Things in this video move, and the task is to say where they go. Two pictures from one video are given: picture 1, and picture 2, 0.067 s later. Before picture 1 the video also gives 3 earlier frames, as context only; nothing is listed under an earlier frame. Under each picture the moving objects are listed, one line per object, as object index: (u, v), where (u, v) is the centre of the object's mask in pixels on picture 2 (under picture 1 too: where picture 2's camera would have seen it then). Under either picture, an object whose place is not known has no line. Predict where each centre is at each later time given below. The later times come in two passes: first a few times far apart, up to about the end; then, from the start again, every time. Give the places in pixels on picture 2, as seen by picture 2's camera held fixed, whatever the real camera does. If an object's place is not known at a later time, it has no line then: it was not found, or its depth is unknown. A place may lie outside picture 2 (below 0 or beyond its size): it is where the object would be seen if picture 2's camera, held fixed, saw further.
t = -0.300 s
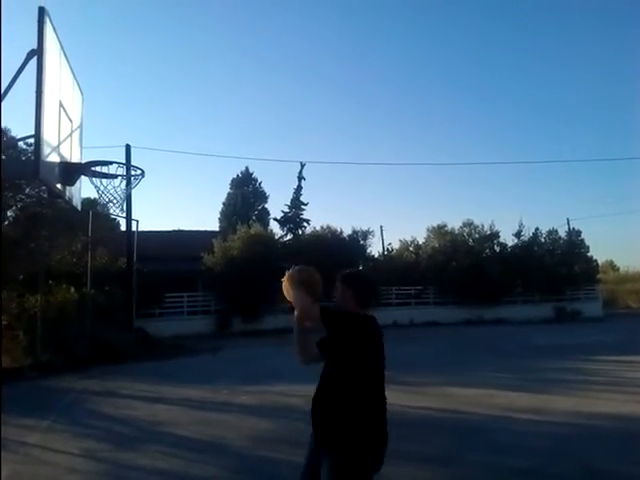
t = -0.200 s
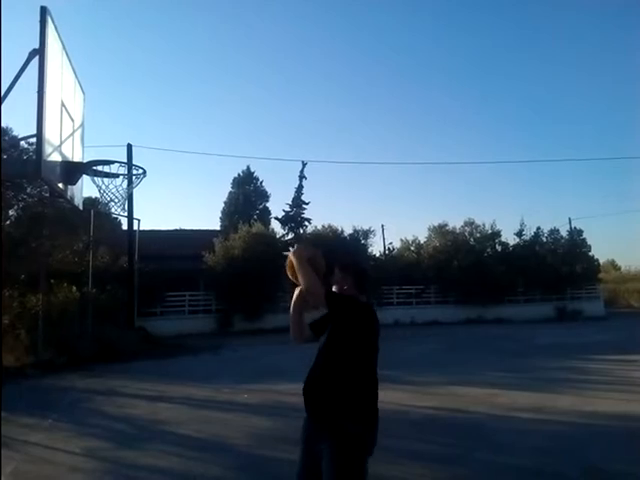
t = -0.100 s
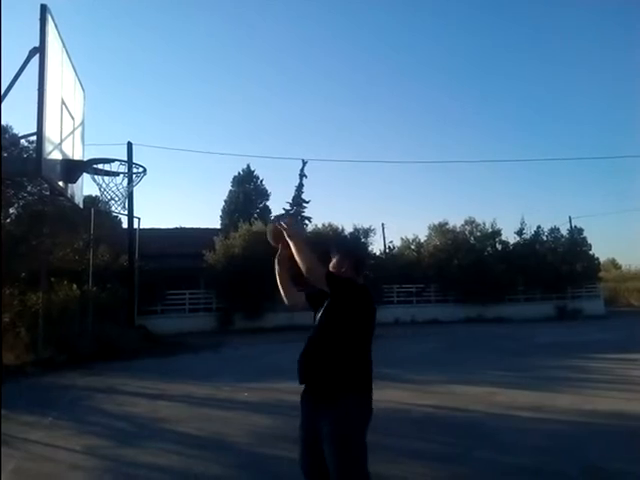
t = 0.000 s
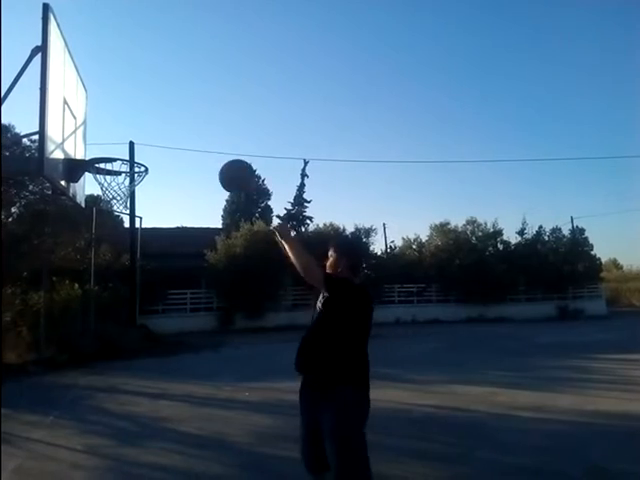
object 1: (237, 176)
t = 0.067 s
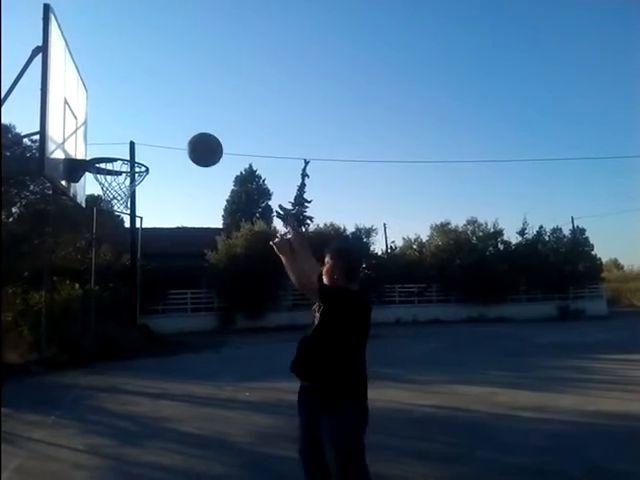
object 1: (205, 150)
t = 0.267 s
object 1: (118, 112)
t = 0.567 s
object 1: (135, 155)
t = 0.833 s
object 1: (128, 155)
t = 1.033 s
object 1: (126, 178)
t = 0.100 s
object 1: (189, 139)
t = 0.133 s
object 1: (174, 130)
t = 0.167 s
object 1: (159, 123)
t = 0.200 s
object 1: (145, 118)
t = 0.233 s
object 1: (132, 114)
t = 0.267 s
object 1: (118, 112)
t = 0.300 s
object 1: (106, 111)
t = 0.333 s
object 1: (94, 111)
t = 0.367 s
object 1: (82, 114)
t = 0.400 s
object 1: (86, 118)
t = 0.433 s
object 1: (97, 124)
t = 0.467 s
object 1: (107, 131)
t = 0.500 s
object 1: (117, 138)
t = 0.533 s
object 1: (127, 147)
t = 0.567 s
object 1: (135, 155)
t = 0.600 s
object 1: (134, 154)
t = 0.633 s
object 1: (132, 154)
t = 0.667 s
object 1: (131, 155)
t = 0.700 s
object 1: (129, 156)
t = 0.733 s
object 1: (128, 157)
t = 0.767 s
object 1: (129, 156)
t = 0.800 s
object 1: (128, 155)
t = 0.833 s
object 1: (128, 155)
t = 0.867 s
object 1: (128, 155)
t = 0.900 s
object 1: (128, 157)
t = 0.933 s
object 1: (127, 162)
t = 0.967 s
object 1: (126, 166)
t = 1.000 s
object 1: (126, 172)
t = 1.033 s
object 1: (126, 178)
